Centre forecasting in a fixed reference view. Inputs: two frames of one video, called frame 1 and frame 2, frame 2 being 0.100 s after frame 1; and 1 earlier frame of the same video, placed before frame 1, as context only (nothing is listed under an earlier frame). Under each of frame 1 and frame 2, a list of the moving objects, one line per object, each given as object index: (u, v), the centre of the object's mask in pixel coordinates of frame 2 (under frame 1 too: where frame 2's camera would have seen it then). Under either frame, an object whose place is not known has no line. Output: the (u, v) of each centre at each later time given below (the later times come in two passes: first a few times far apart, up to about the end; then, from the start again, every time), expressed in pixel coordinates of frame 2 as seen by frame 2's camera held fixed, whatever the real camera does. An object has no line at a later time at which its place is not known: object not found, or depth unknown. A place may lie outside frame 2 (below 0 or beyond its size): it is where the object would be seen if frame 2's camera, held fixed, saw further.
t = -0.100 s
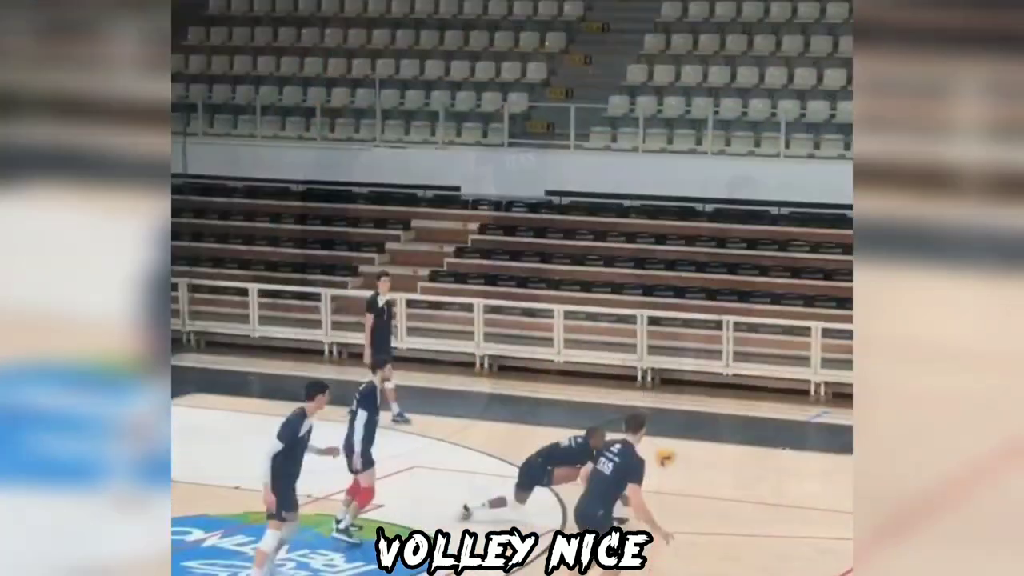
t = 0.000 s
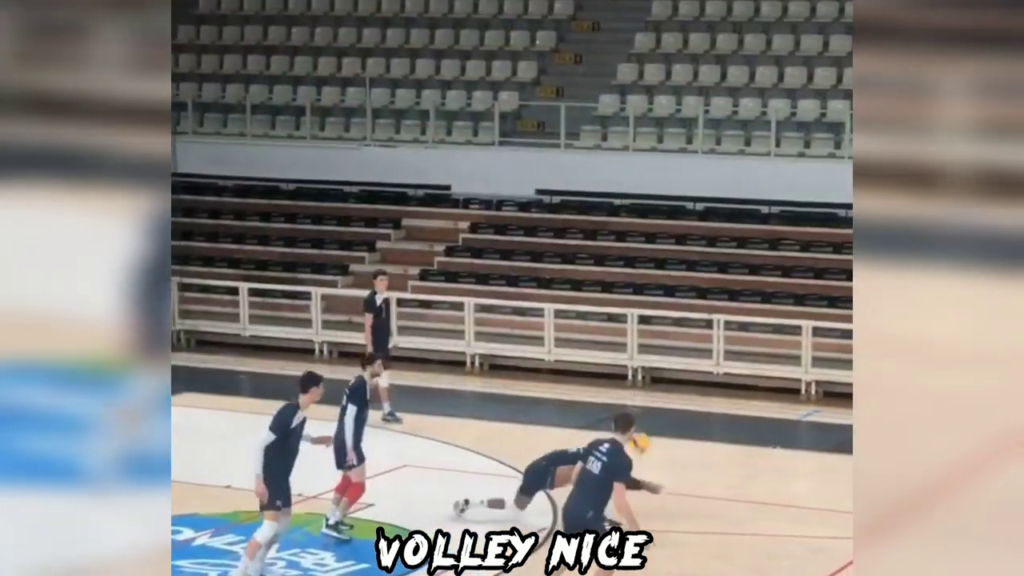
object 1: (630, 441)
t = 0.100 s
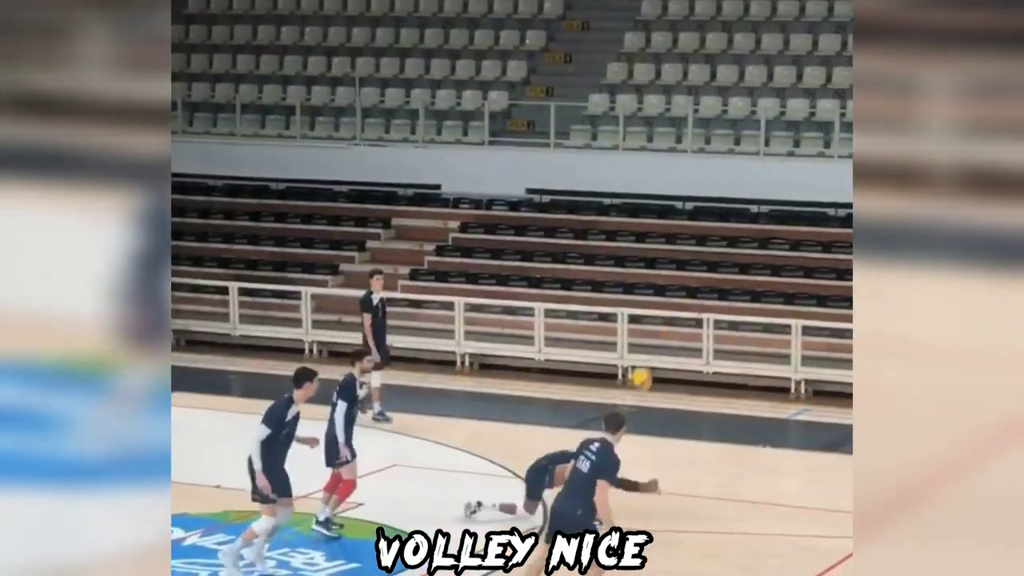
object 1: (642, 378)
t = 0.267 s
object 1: (660, 289)
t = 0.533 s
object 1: (685, 201)
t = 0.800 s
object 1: (705, 184)
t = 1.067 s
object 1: (726, 249)
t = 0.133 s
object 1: (647, 360)
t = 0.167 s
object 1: (650, 340)
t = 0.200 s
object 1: (653, 322)
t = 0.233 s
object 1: (657, 306)
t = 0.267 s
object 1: (660, 289)
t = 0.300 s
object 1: (663, 275)
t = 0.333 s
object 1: (667, 261)
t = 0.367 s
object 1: (670, 249)
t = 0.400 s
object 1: (673, 237)
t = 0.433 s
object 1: (676, 227)
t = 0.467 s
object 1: (679, 218)
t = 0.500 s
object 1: (682, 209)
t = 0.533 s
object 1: (685, 201)
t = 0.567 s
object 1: (687, 196)
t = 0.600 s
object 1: (691, 191)
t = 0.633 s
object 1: (694, 187)
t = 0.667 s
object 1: (695, 184)
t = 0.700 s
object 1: (698, 183)
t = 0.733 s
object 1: (701, 182)
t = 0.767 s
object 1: (704, 183)
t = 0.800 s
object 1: (705, 184)
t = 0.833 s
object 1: (708, 189)
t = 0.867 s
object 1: (711, 194)
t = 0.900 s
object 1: (713, 200)
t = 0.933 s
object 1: (716, 207)
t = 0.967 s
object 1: (719, 216)
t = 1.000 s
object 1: (721, 226)
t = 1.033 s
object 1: (724, 236)
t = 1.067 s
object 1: (726, 249)
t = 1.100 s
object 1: (729, 262)
